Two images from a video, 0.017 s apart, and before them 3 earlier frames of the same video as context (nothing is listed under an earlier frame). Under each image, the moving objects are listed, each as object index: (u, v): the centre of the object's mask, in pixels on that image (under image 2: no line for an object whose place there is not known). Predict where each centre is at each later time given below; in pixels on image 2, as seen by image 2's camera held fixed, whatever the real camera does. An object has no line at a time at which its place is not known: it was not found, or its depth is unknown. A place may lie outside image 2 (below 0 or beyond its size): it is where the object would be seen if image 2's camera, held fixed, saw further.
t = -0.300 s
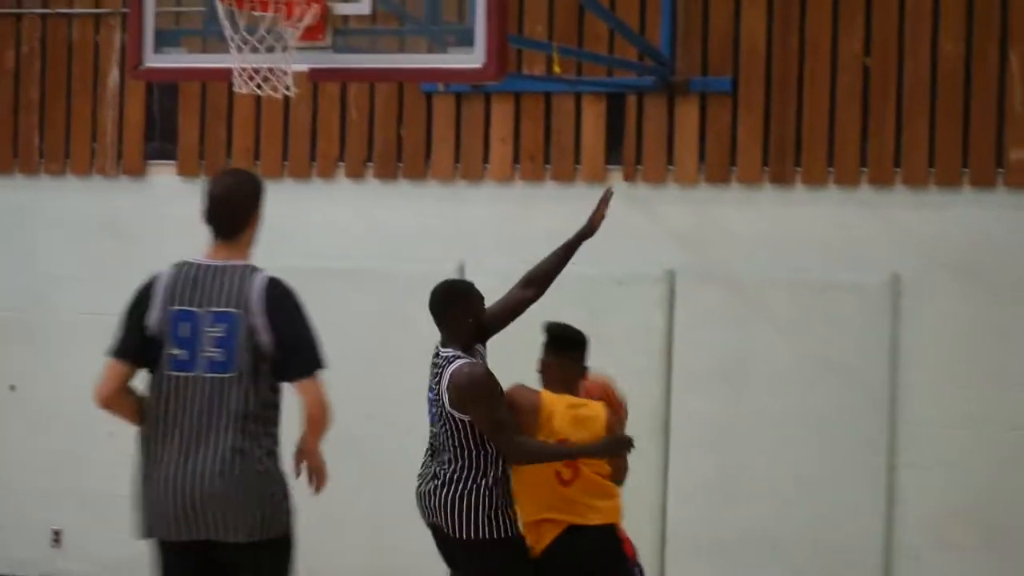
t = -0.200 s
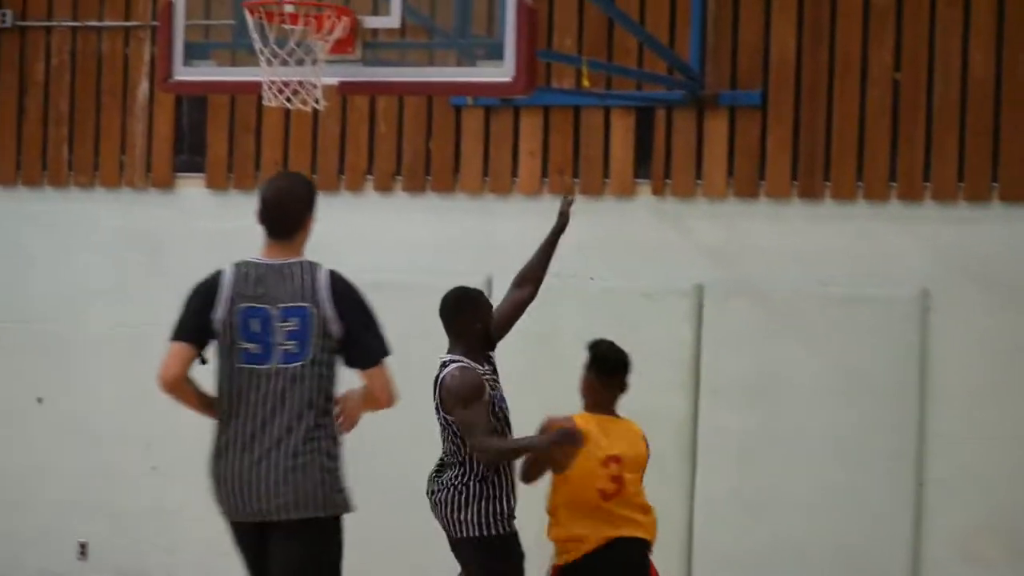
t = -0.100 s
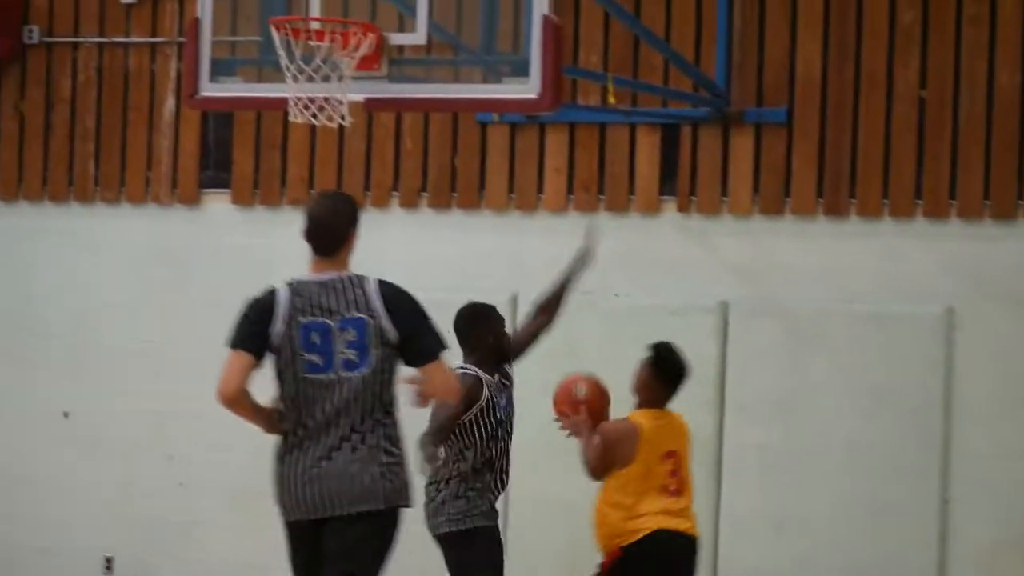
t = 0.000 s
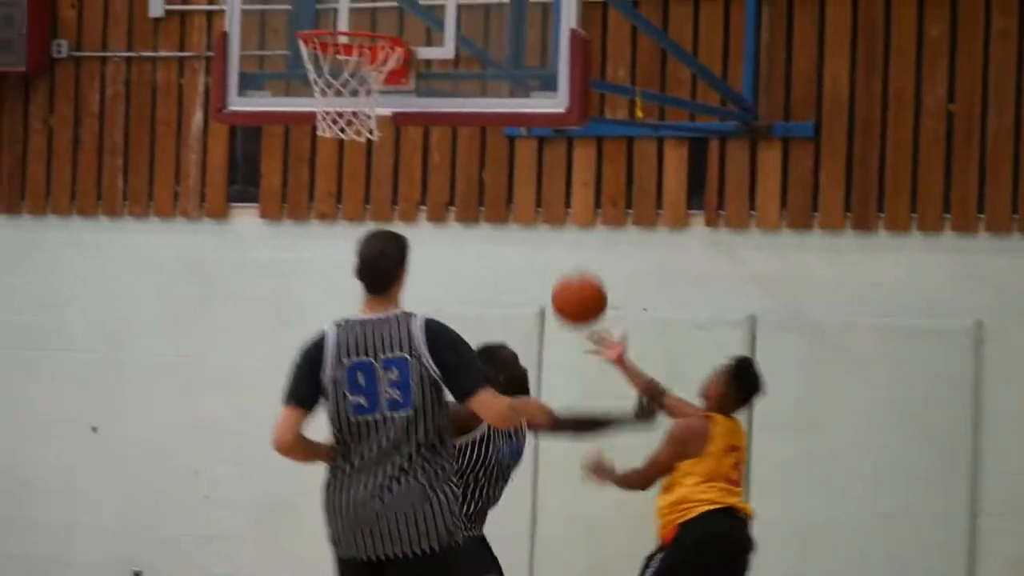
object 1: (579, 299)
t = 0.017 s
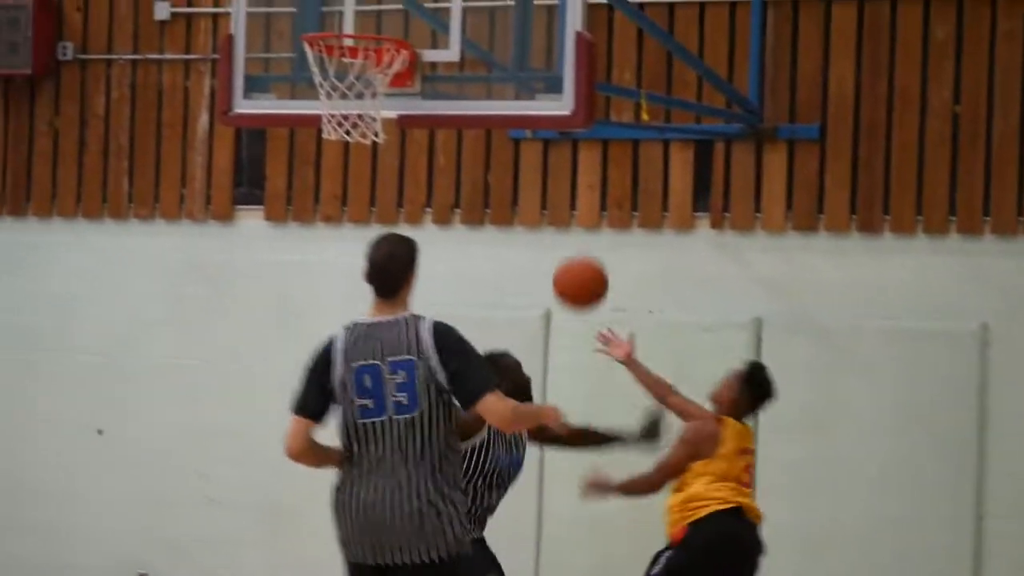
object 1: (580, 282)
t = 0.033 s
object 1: (574, 261)
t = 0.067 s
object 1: (565, 224)
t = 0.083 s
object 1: (560, 208)
